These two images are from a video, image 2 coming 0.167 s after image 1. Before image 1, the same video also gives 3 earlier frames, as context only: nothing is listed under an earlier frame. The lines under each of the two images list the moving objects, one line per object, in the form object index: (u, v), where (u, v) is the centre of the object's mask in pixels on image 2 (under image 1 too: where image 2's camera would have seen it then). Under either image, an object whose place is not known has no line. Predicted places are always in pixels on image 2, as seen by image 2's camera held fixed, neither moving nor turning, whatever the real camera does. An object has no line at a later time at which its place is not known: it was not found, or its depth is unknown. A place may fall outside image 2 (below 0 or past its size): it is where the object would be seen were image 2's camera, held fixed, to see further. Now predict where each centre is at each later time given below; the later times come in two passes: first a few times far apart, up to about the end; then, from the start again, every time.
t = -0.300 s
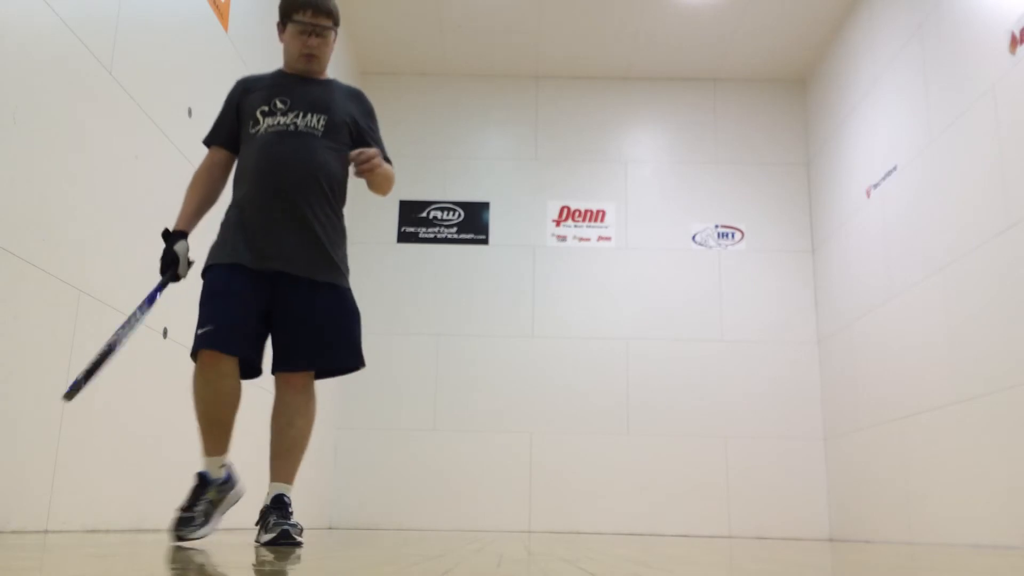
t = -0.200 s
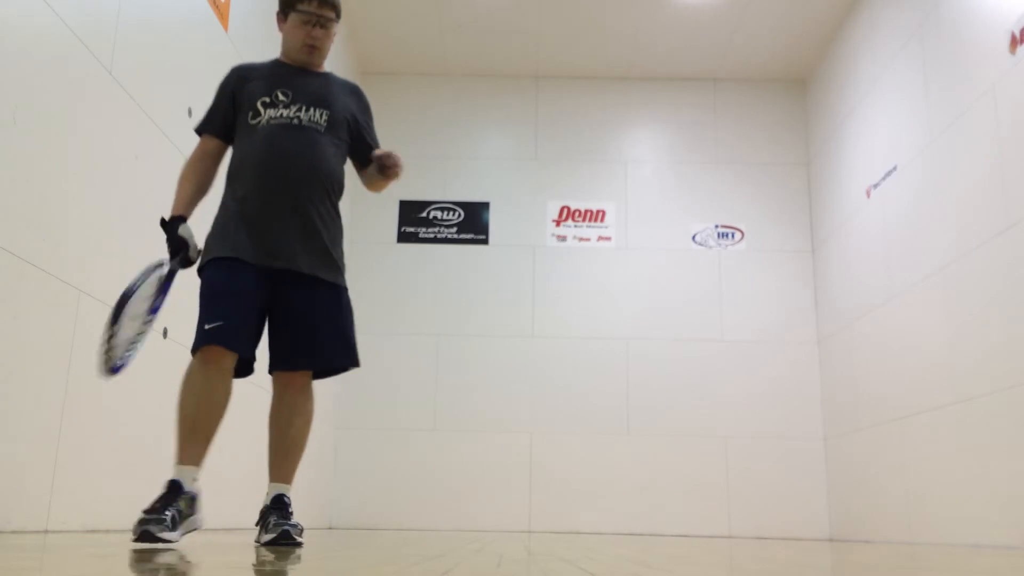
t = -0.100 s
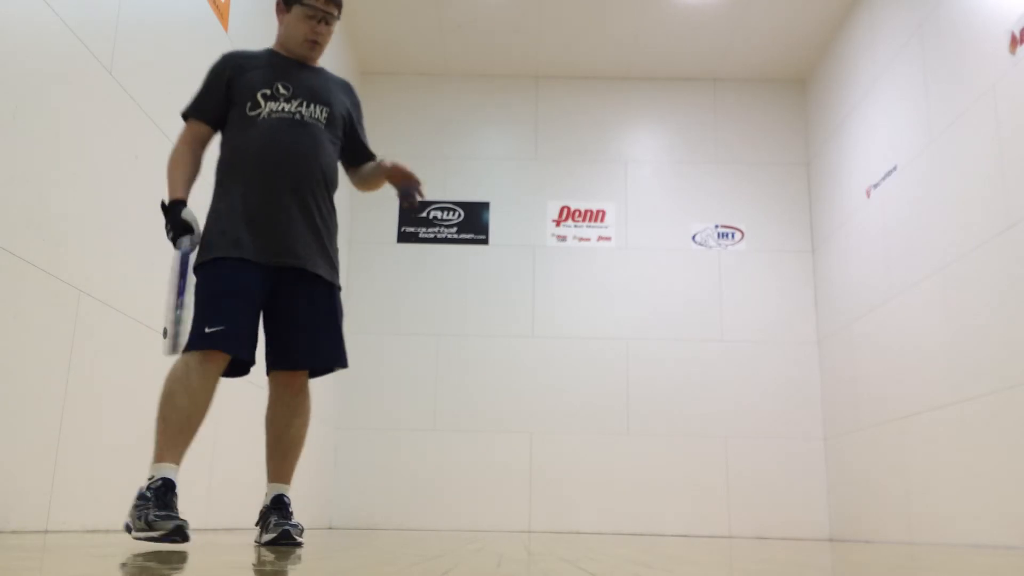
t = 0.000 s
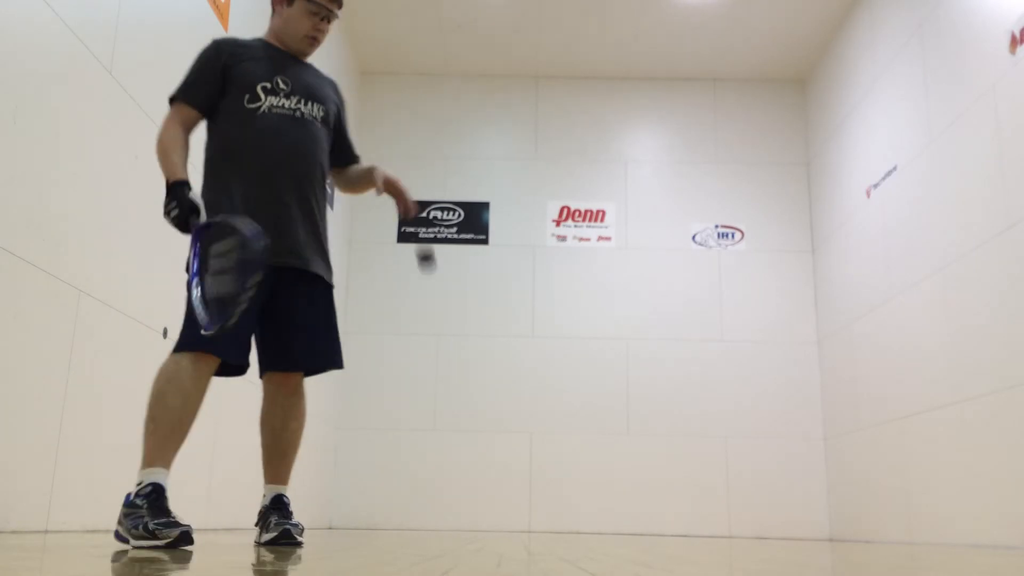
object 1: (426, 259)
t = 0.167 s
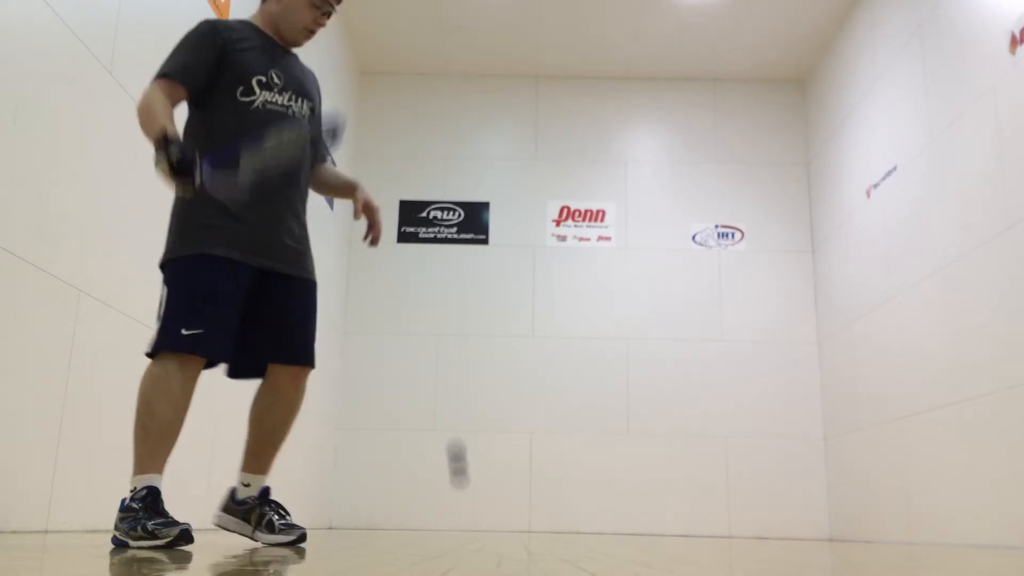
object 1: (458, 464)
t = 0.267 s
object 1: (475, 458)
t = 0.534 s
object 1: (511, 245)
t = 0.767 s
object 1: (536, 264)
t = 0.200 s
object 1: (464, 520)
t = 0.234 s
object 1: (470, 506)
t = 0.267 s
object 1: (475, 458)
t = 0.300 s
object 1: (481, 416)
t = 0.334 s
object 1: (485, 381)
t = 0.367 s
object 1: (490, 349)
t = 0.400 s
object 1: (494, 321)
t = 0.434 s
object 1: (498, 296)
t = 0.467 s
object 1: (502, 275)
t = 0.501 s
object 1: (507, 258)
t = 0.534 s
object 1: (511, 245)
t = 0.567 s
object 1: (514, 236)
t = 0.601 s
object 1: (518, 231)
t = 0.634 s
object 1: (522, 230)
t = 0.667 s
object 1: (525, 232)
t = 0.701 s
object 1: (529, 239)
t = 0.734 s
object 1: (533, 249)
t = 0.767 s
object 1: (536, 264)
